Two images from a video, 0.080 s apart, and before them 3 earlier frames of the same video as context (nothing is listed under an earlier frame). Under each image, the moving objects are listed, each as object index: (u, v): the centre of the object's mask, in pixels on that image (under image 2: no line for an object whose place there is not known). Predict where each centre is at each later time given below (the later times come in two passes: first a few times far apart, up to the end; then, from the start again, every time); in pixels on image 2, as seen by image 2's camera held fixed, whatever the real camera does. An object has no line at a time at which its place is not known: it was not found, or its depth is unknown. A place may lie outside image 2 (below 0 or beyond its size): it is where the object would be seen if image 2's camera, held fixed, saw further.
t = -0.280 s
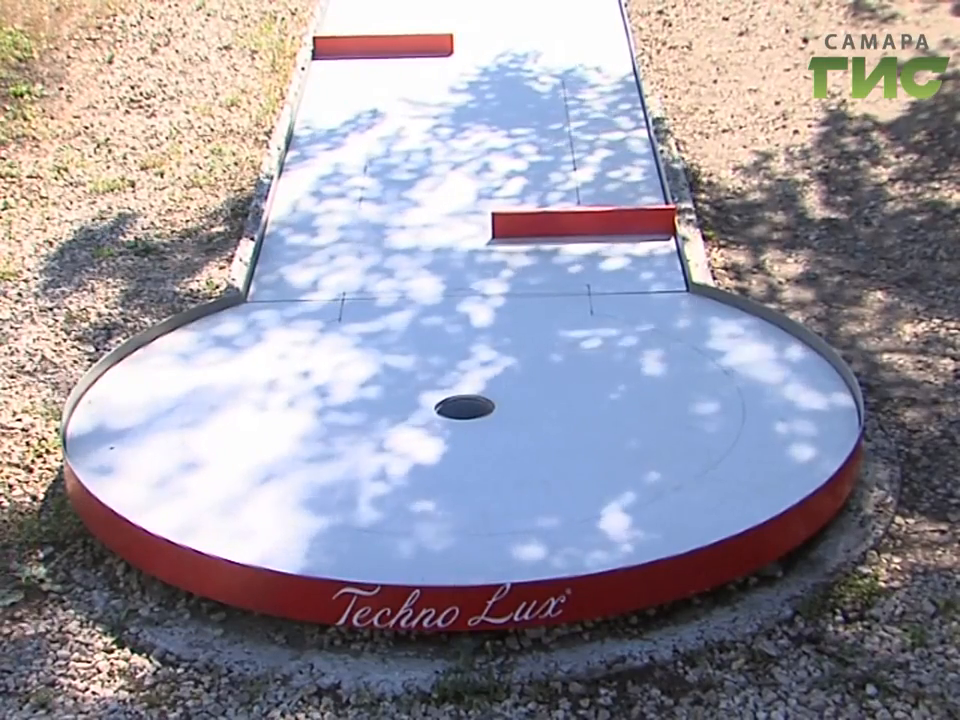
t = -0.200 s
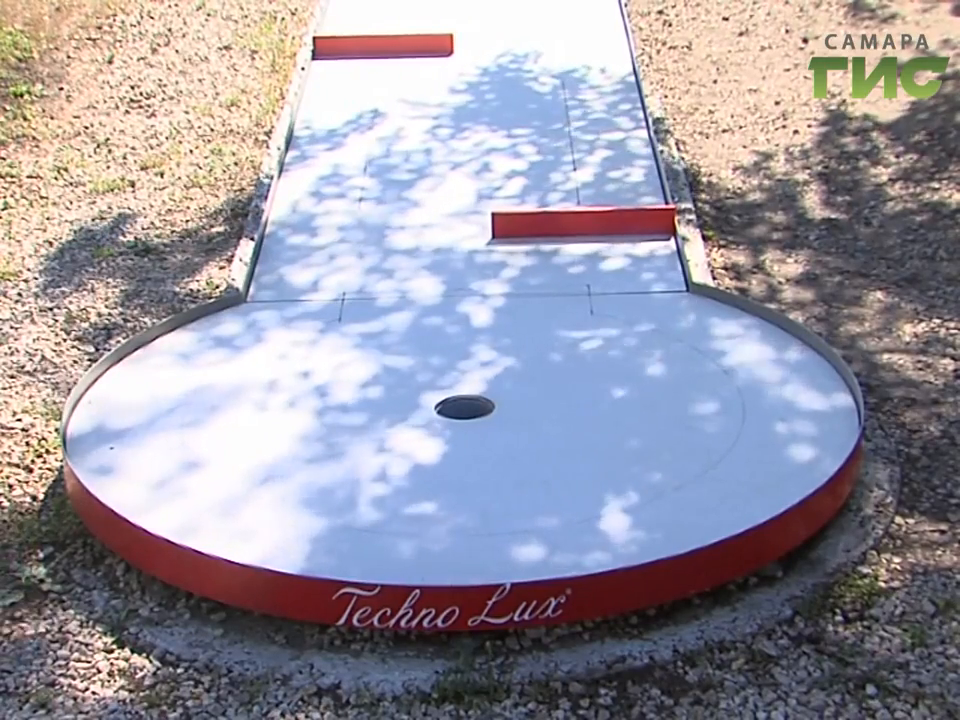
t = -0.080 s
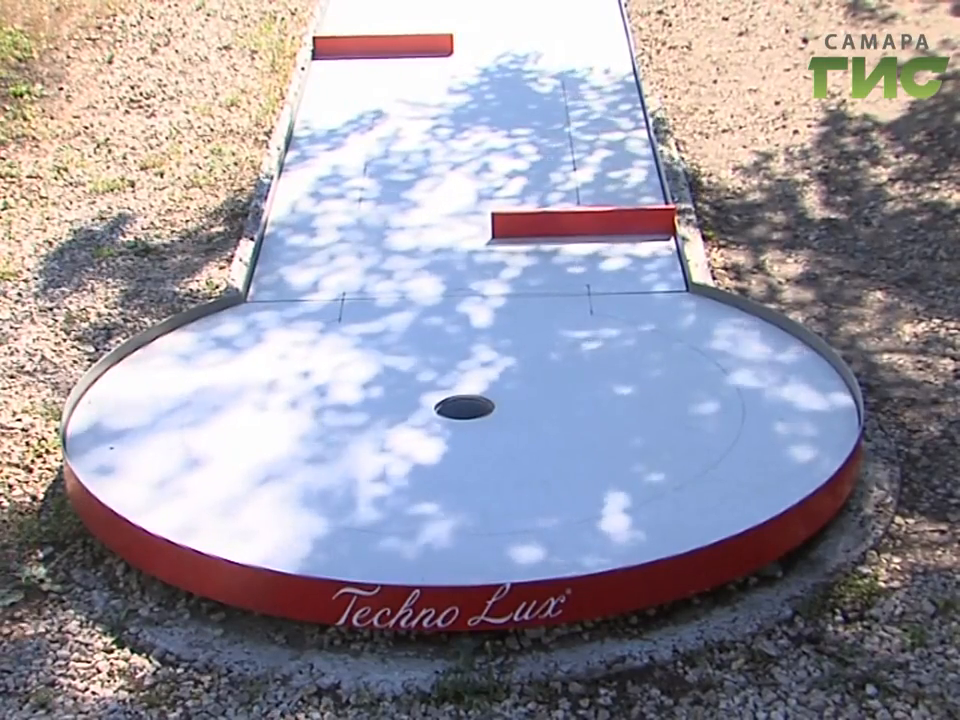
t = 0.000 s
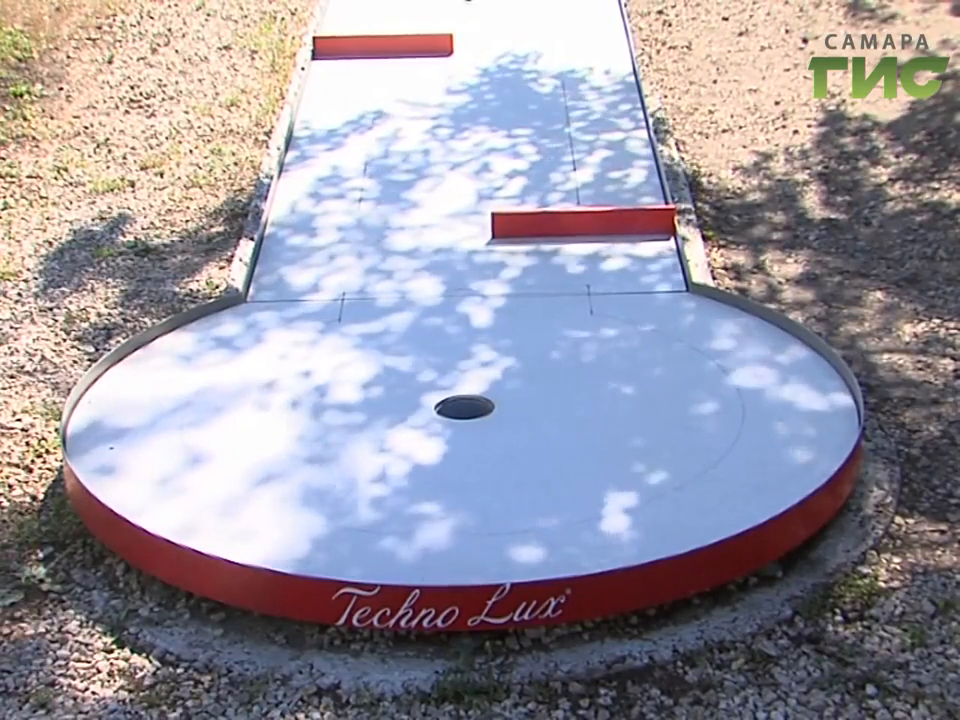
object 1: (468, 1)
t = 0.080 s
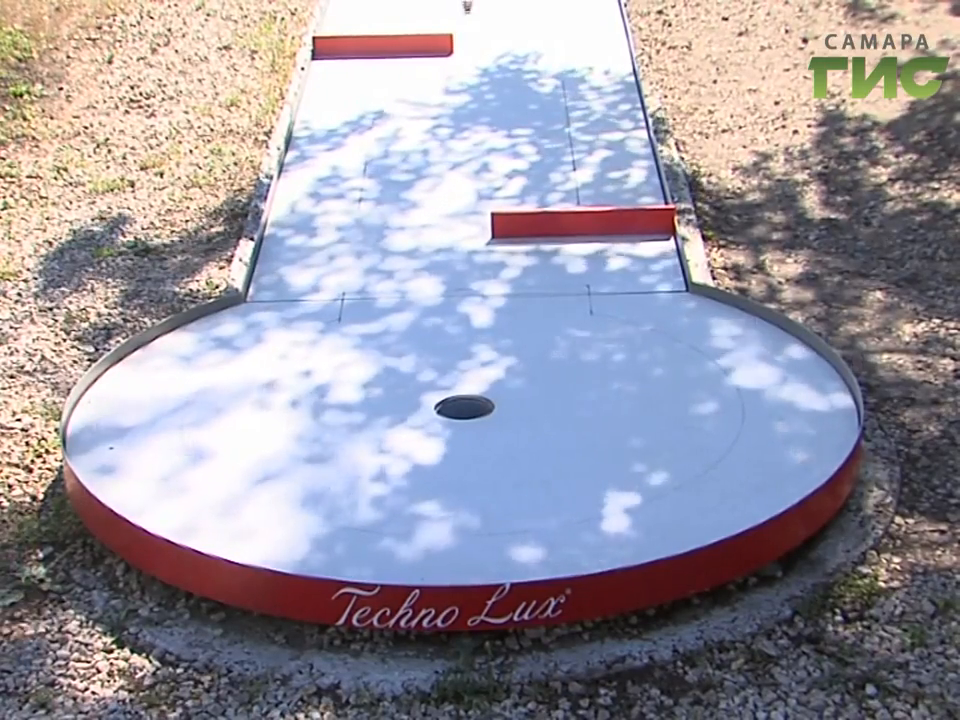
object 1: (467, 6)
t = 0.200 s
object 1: (466, 25)
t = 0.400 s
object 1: (464, 58)
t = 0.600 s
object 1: (463, 96)
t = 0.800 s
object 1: (460, 137)
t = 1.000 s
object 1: (458, 183)
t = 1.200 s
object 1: (456, 233)
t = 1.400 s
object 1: (454, 289)
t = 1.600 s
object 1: (452, 354)
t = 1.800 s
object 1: (479, 406)
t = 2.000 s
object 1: (570, 417)
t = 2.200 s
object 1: (663, 427)
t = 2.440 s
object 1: (775, 440)
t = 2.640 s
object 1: (833, 445)
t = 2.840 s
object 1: (814, 437)
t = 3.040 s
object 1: (802, 430)
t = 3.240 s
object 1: (794, 423)
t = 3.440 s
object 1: (791, 417)
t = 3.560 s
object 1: (791, 414)
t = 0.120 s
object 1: (467, 12)
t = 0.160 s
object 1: (466, 18)
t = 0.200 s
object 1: (466, 25)
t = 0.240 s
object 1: (466, 31)
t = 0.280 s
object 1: (465, 38)
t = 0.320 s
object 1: (465, 44)
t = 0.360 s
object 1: (464, 51)
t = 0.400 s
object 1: (464, 58)
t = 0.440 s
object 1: (464, 66)
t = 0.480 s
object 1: (464, 73)
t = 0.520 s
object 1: (463, 81)
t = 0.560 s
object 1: (463, 88)
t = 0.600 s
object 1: (463, 96)
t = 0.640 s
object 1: (462, 104)
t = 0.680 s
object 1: (462, 111)
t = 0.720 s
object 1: (461, 120)
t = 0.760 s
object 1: (460, 129)
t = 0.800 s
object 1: (460, 137)
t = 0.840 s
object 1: (460, 146)
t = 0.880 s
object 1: (459, 155)
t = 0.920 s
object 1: (459, 164)
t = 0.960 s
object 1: (458, 173)
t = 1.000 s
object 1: (458, 183)
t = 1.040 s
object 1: (457, 193)
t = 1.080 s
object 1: (457, 202)
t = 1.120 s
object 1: (457, 212)
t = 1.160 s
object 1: (456, 223)
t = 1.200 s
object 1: (456, 233)
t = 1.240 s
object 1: (456, 242)
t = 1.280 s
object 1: (456, 253)
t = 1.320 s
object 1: (455, 266)
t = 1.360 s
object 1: (455, 278)
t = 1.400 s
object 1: (454, 289)
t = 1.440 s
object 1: (454, 302)
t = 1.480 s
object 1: (453, 315)
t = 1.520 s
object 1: (453, 328)
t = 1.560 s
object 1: (453, 342)
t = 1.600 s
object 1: (452, 354)
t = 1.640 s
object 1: (451, 369)
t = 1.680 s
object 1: (450, 383)
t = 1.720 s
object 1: (451, 392)
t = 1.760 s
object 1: (467, 407)
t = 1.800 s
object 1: (479, 406)
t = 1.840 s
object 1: (499, 408)
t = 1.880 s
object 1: (515, 410)
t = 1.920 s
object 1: (533, 413)
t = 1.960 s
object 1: (552, 415)
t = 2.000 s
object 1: (570, 417)
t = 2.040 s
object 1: (589, 418)
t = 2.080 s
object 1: (607, 421)
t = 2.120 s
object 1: (625, 422)
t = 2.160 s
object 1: (645, 425)
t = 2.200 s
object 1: (663, 427)
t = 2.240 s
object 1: (681, 429)
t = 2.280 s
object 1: (700, 431)
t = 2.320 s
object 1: (719, 434)
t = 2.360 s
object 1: (737, 436)
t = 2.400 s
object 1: (756, 438)
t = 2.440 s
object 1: (775, 440)
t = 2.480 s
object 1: (793, 443)
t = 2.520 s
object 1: (812, 445)
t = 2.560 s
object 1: (831, 447)
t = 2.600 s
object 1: (839, 445)
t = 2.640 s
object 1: (833, 445)
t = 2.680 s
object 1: (828, 444)
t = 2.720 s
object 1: (825, 442)
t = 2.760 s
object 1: (821, 440)
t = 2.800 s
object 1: (817, 439)
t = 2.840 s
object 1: (814, 437)
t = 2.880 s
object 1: (811, 436)
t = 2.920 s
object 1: (809, 434)
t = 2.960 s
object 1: (807, 433)
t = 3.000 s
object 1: (804, 431)
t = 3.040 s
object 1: (802, 430)
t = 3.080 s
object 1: (800, 428)
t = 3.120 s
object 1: (798, 427)
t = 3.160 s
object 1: (797, 426)
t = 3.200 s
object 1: (796, 424)
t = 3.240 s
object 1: (794, 423)
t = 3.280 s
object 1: (793, 422)
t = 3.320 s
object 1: (792, 421)
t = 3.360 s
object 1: (791, 419)
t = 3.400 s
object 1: (791, 418)
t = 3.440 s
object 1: (791, 417)
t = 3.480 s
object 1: (791, 416)
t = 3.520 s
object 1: (791, 415)
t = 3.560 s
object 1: (791, 414)
